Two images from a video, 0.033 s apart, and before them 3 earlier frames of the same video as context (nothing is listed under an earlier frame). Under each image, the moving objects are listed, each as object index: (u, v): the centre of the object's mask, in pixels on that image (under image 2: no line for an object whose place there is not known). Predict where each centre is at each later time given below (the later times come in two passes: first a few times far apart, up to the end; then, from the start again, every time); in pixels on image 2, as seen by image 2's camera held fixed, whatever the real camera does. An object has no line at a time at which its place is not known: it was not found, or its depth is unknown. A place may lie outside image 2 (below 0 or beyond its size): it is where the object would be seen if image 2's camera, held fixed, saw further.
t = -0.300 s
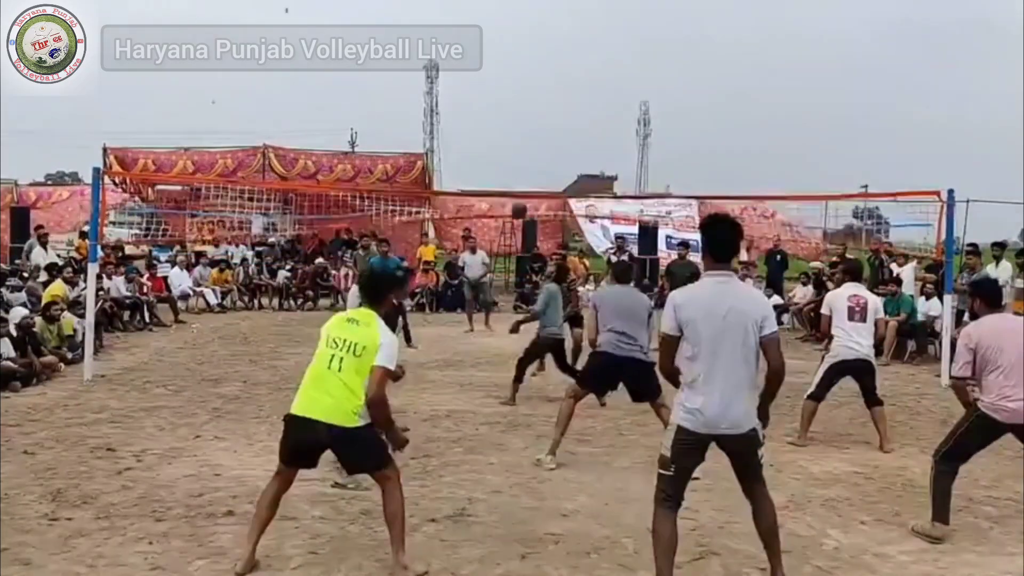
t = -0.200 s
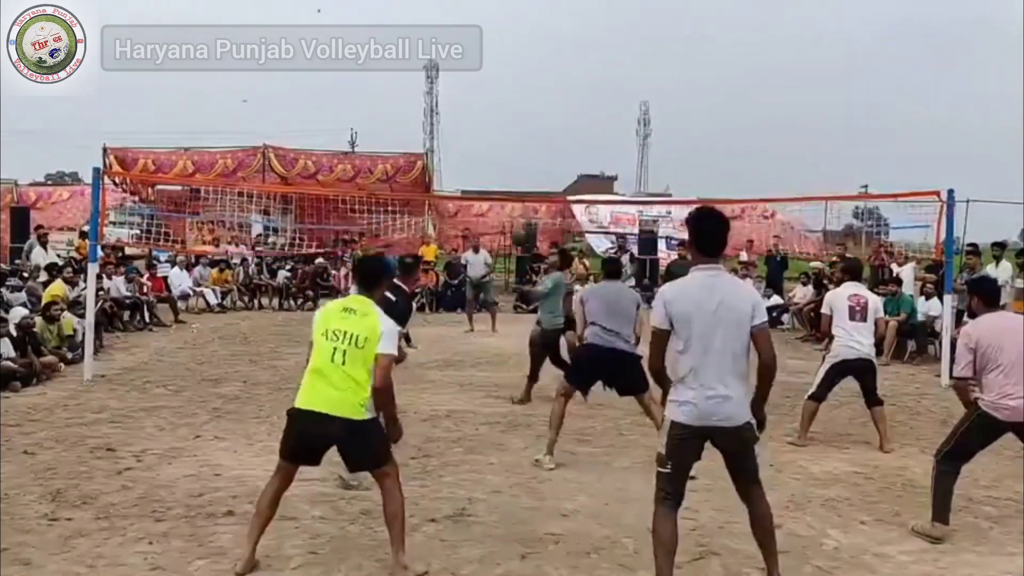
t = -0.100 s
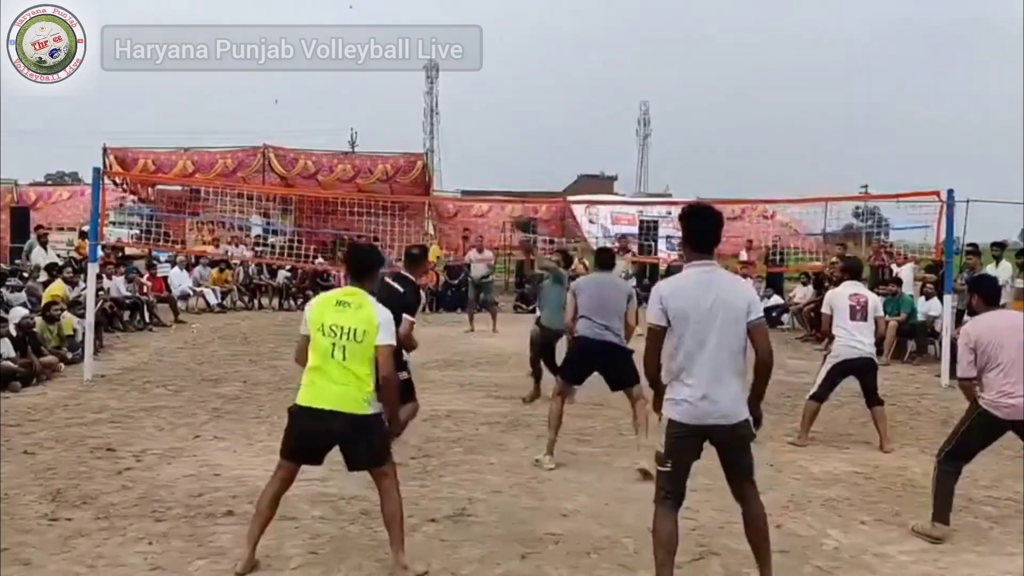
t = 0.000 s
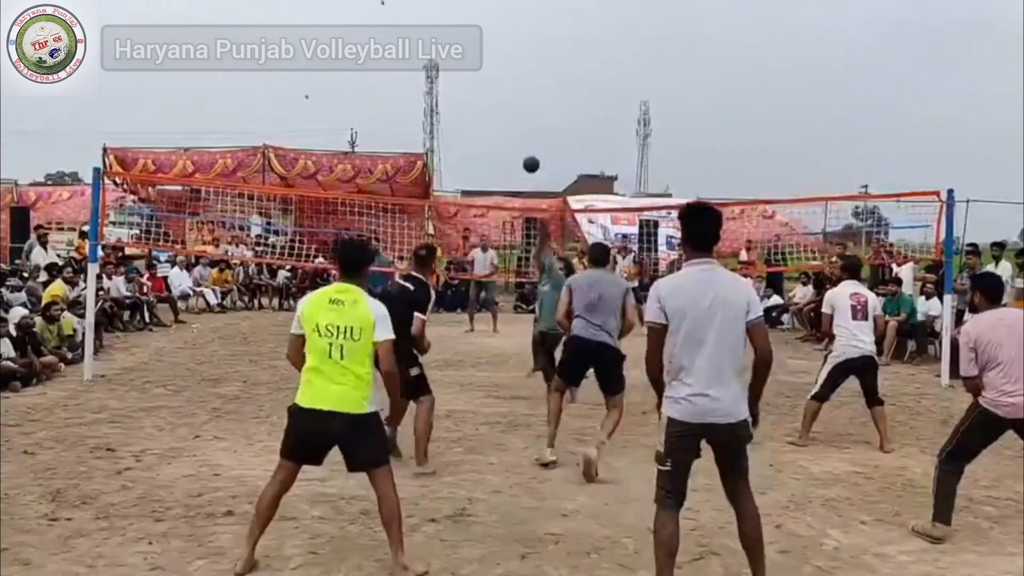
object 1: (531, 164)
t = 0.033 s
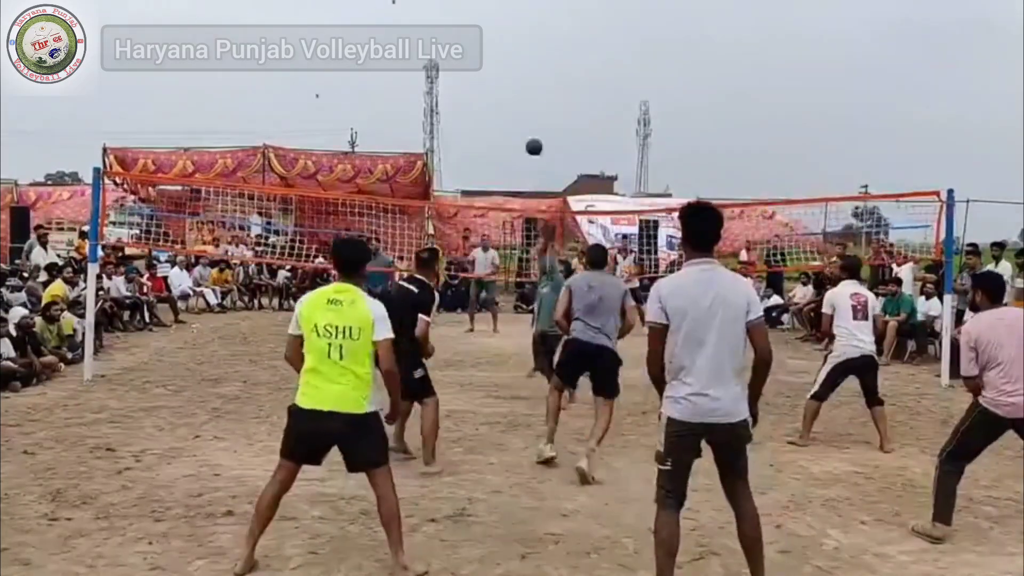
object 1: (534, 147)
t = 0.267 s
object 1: (554, 53)
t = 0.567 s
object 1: (578, 8)
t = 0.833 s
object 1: (599, 43)
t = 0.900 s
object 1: (604, 63)
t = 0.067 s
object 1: (537, 130)
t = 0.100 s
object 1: (540, 115)
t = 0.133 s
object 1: (542, 100)
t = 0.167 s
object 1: (545, 87)
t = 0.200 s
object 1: (548, 74)
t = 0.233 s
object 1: (551, 63)
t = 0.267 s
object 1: (554, 53)
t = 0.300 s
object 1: (557, 43)
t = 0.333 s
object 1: (559, 35)
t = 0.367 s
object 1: (562, 28)
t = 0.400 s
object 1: (565, 22)
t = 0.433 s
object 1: (568, 17)
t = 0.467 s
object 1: (570, 14)
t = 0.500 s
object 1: (573, 11)
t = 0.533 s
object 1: (576, 9)
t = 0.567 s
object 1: (578, 8)
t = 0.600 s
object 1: (581, 9)
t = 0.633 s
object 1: (583, 10)
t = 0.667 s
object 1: (586, 13)
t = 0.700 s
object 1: (589, 17)
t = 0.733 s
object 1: (591, 22)
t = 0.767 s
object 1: (594, 28)
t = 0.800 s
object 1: (596, 35)
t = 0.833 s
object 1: (599, 43)
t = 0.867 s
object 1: (601, 52)
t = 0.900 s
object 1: (604, 63)
